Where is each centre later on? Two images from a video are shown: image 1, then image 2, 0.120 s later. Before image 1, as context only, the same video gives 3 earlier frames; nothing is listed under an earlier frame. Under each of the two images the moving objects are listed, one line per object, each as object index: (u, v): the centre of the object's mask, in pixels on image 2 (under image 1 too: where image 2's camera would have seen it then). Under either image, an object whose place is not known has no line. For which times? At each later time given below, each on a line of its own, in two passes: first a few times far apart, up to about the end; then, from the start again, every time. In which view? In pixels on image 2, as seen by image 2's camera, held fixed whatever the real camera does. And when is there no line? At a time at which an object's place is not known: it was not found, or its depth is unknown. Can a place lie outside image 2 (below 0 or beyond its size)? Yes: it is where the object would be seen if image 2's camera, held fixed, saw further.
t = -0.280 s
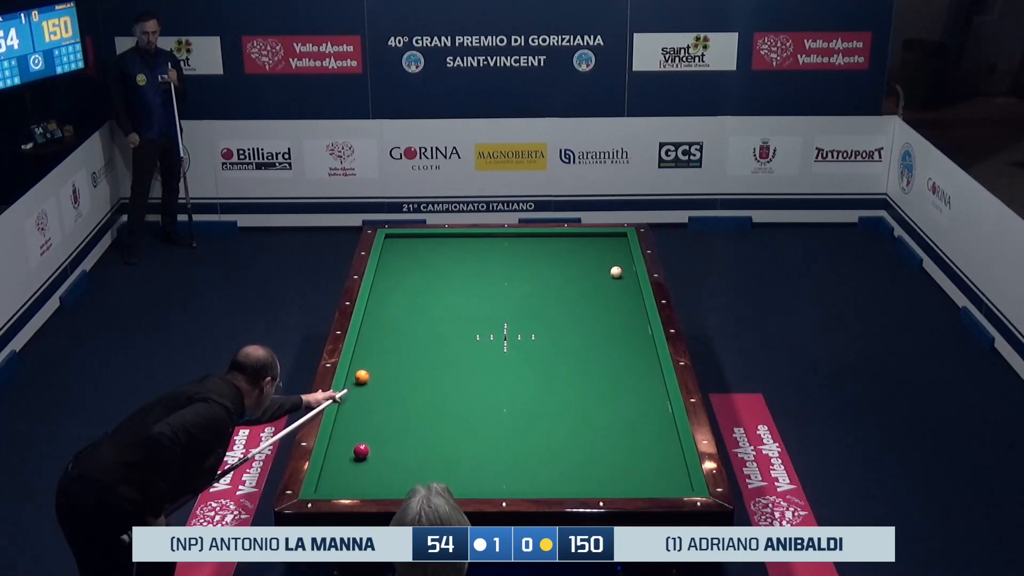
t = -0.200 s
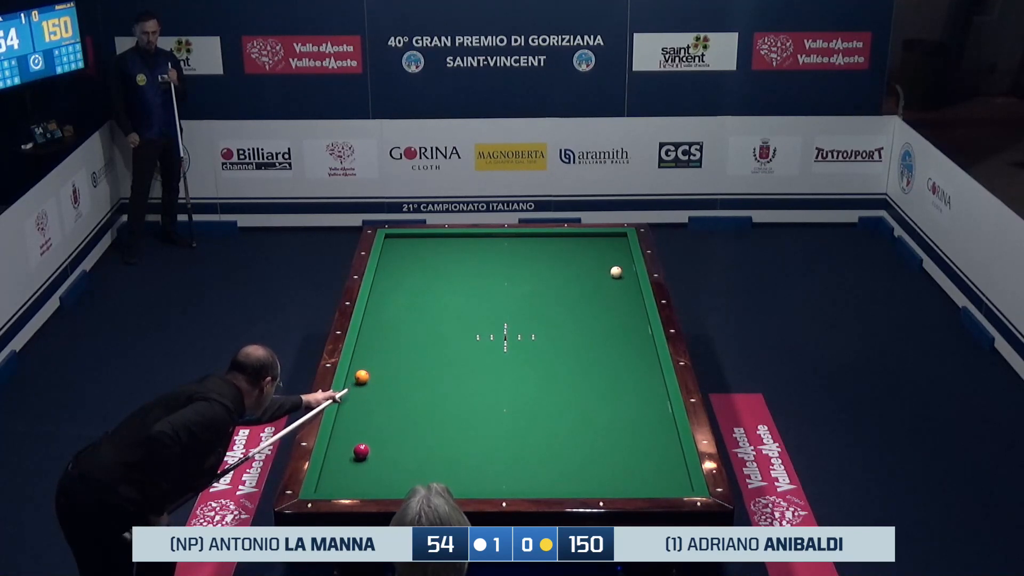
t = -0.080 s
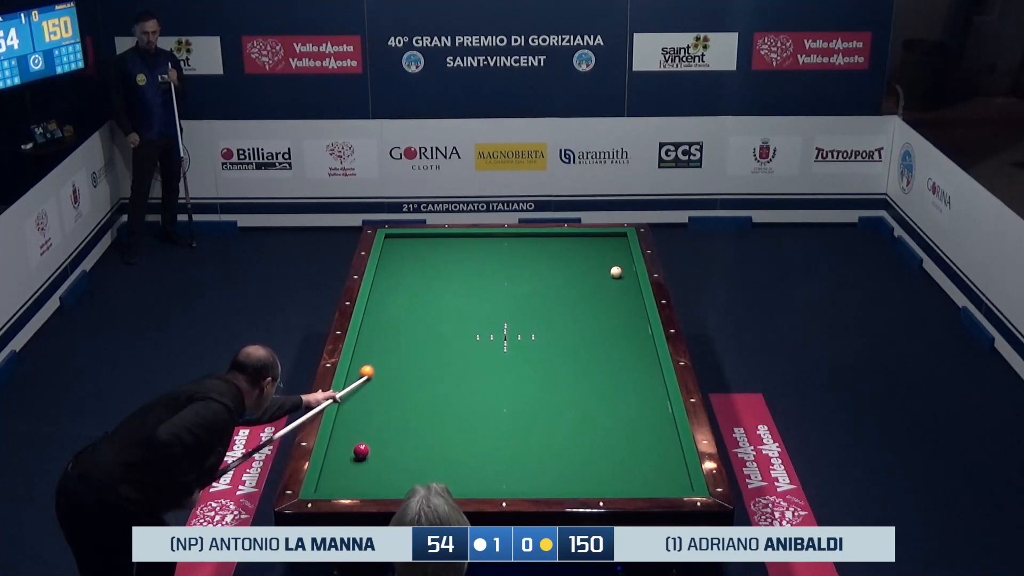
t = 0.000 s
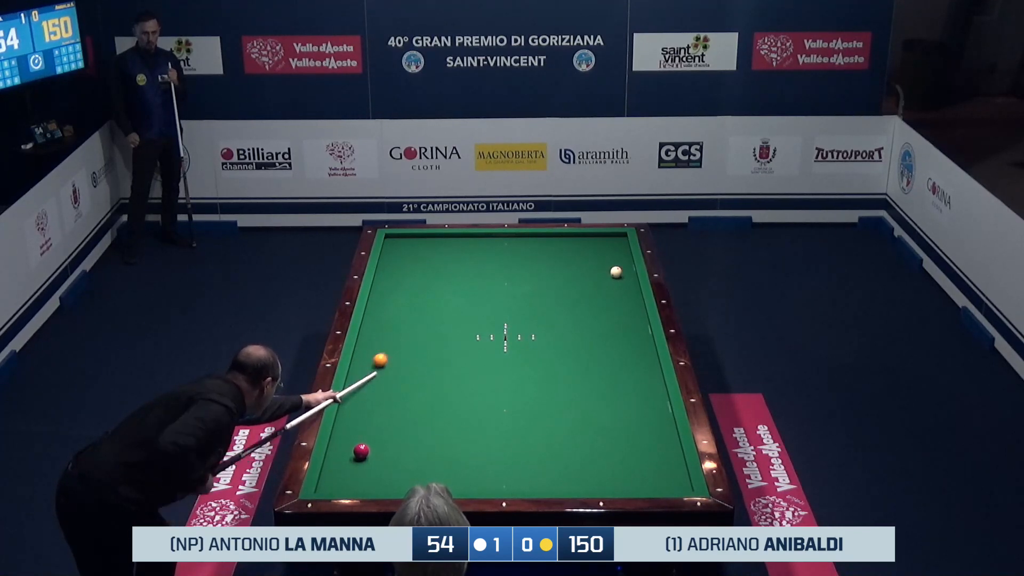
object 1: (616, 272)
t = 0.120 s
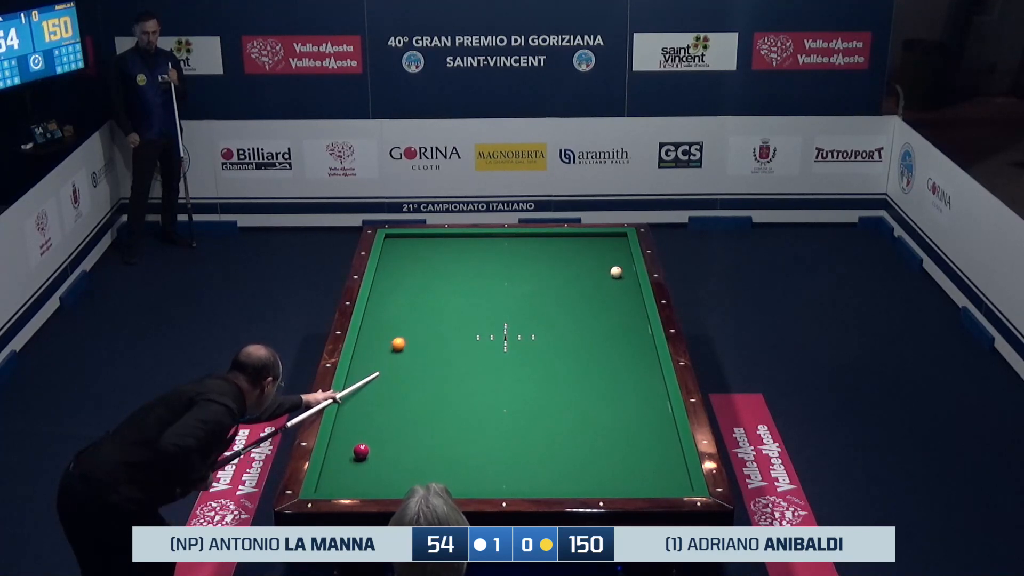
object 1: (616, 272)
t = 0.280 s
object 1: (616, 272)
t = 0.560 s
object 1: (616, 272)
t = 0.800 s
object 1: (616, 272)
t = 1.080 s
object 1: (616, 272)
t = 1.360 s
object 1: (616, 272)
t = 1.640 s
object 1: (616, 272)
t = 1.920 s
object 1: (616, 272)
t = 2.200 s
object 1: (616, 272)
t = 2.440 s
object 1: (605, 277)
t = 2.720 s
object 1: (588, 285)
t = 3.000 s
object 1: (572, 292)
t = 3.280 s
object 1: (556, 300)
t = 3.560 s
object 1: (540, 307)
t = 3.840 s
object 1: (523, 315)
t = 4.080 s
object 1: (509, 321)
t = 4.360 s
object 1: (493, 329)
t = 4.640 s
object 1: (477, 336)
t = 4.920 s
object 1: (461, 343)
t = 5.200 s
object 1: (446, 351)
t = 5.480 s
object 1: (431, 358)
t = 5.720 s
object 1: (418, 364)
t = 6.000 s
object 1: (403, 371)
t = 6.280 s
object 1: (388, 378)
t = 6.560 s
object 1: (374, 385)
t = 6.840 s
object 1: (360, 391)
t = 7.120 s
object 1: (348, 398)
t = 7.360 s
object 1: (353, 402)
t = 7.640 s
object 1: (357, 406)
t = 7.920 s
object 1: (362, 411)
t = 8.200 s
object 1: (366, 415)
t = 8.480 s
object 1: (370, 419)
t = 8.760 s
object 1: (374, 423)
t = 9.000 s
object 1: (377, 426)
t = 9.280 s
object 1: (380, 429)
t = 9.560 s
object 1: (383, 431)
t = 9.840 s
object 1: (386, 433)
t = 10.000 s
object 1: (387, 434)
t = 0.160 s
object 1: (616, 272)
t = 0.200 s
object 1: (616, 272)
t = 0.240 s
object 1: (616, 272)
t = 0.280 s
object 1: (616, 272)
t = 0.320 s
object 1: (616, 272)
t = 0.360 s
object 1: (616, 272)
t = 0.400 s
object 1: (616, 272)
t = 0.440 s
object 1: (616, 272)
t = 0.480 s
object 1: (616, 272)
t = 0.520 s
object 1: (616, 272)
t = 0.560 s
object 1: (616, 272)
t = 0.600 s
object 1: (616, 272)
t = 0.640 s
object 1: (616, 272)
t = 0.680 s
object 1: (616, 272)
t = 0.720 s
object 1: (616, 272)
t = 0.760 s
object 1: (616, 272)
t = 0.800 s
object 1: (616, 272)
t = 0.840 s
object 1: (616, 272)
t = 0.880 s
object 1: (616, 272)
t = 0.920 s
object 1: (616, 272)
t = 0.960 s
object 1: (616, 272)
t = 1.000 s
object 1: (616, 272)
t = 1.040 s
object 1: (616, 272)
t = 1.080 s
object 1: (616, 272)
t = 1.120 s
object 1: (616, 272)
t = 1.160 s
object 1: (616, 272)
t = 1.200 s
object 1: (616, 272)
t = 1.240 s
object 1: (616, 272)
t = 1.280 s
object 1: (616, 272)
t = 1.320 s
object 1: (616, 272)
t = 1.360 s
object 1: (616, 272)
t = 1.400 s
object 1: (616, 272)
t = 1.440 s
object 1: (616, 272)
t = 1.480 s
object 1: (616, 272)
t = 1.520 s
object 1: (616, 272)
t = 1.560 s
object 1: (616, 272)
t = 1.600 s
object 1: (616, 272)
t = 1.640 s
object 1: (616, 272)
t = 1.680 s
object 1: (616, 272)
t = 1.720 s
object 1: (616, 272)
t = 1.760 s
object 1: (616, 272)
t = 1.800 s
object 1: (616, 272)
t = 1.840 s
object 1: (616, 272)
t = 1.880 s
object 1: (616, 272)
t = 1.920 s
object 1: (616, 272)
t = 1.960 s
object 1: (616, 272)
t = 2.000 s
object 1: (616, 272)
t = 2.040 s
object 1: (616, 272)
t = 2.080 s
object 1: (616, 272)
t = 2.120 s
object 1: (616, 272)
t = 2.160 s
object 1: (616, 272)
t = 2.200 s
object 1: (616, 272)
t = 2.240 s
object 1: (616, 272)
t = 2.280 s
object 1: (615, 272)
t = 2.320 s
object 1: (612, 273)
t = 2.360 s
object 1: (609, 275)
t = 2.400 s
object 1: (607, 276)
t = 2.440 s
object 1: (605, 277)
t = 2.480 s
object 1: (602, 278)
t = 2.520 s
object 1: (600, 279)
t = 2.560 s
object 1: (598, 280)
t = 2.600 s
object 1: (595, 282)
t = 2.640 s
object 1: (593, 283)
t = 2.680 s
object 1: (591, 284)
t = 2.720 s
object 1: (588, 285)
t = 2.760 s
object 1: (586, 286)
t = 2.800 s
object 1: (584, 287)
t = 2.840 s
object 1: (581, 288)
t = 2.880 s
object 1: (579, 289)
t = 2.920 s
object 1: (577, 290)
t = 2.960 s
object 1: (574, 291)
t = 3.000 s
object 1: (572, 292)
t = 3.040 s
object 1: (570, 293)
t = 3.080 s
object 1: (567, 294)
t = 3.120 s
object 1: (565, 295)
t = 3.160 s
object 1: (563, 297)
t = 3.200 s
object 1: (560, 298)
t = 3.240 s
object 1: (558, 299)
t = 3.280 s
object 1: (556, 300)
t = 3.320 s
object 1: (553, 301)
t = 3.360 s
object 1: (551, 302)
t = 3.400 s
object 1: (549, 303)
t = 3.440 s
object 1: (547, 304)
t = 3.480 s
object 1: (544, 305)
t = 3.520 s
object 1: (542, 306)
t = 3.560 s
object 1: (540, 307)
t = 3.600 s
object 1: (537, 308)
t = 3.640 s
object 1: (535, 309)
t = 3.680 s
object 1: (532, 311)
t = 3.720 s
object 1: (530, 312)
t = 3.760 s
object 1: (528, 313)
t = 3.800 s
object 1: (526, 314)
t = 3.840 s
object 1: (523, 315)
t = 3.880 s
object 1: (521, 316)
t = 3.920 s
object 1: (518, 317)
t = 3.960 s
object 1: (516, 318)
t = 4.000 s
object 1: (514, 319)
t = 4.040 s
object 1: (512, 320)
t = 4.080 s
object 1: (509, 321)
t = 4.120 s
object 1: (507, 322)
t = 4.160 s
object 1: (505, 323)
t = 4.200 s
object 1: (502, 325)
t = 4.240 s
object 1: (500, 326)
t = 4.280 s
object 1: (498, 327)
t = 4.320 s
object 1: (495, 328)
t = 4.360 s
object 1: (493, 329)
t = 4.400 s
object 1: (491, 330)
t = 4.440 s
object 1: (488, 331)
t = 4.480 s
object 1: (486, 332)
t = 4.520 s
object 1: (484, 333)
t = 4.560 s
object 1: (482, 334)
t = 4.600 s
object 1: (479, 335)
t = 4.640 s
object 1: (477, 336)
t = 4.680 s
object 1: (475, 337)
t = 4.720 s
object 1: (473, 338)
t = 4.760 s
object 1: (470, 339)
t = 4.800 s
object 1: (468, 340)
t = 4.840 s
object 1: (466, 341)
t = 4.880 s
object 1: (464, 342)
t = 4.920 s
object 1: (461, 343)
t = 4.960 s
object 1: (459, 345)
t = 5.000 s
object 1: (457, 345)
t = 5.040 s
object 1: (455, 346)
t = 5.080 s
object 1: (453, 347)
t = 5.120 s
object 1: (450, 348)
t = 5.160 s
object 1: (448, 349)
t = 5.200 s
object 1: (446, 351)
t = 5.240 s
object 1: (444, 352)
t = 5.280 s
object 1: (442, 353)
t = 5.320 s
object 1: (439, 354)
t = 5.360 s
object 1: (437, 355)
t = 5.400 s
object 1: (435, 356)
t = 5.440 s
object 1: (433, 357)
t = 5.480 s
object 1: (431, 358)
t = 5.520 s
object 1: (429, 359)
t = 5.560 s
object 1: (427, 360)
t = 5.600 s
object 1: (424, 361)
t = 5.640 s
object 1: (422, 362)
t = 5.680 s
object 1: (420, 363)
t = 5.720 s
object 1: (418, 364)
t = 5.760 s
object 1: (416, 365)
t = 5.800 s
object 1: (414, 366)
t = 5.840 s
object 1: (412, 367)
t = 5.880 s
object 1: (409, 368)
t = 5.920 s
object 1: (407, 369)
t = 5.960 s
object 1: (405, 370)
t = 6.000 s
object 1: (403, 371)
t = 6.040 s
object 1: (401, 372)
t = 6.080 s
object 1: (399, 373)
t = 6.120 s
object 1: (397, 374)
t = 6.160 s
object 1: (395, 375)
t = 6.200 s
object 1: (393, 376)
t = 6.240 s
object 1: (390, 377)
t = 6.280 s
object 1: (388, 378)
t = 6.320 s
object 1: (386, 379)
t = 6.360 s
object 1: (384, 380)
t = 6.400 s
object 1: (382, 381)
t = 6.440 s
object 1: (380, 382)
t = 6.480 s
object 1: (378, 383)
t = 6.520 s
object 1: (376, 384)
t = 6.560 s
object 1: (374, 385)
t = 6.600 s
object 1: (372, 386)
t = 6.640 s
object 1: (370, 387)
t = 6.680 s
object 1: (368, 388)
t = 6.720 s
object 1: (366, 389)
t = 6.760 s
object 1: (364, 390)
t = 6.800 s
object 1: (362, 391)
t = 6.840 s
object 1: (360, 391)
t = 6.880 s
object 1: (358, 393)
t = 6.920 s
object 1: (356, 393)
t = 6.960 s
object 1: (354, 394)
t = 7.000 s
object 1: (352, 395)
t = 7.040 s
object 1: (350, 396)
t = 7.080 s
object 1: (348, 397)
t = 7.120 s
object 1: (348, 398)
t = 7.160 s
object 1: (349, 398)
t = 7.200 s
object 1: (349, 399)
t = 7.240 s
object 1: (350, 400)
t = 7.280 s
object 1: (351, 401)
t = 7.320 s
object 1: (352, 401)
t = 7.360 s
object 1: (353, 402)
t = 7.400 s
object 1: (353, 402)
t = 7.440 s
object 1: (354, 403)
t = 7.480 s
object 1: (355, 404)
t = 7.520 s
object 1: (355, 405)
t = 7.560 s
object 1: (356, 405)
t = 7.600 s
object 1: (357, 406)
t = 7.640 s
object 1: (357, 406)
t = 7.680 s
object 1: (358, 407)
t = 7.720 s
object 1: (358, 408)
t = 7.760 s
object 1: (359, 409)
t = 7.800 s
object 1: (360, 409)
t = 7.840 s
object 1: (360, 410)
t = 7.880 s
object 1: (361, 410)
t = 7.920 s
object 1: (362, 411)
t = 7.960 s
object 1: (362, 412)
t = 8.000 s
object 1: (363, 412)
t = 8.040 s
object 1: (364, 413)
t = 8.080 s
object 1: (364, 413)
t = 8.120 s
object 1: (365, 414)
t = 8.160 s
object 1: (365, 414)
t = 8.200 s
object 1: (366, 415)
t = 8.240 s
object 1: (367, 416)
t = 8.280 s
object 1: (367, 416)
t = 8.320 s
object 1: (368, 417)
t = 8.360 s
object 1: (368, 417)
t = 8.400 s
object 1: (369, 418)
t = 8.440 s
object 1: (370, 419)
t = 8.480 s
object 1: (370, 419)
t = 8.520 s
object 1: (371, 420)
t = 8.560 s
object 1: (371, 420)
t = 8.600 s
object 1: (372, 421)
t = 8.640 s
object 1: (372, 421)
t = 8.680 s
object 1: (373, 422)
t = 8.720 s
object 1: (373, 422)
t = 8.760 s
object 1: (374, 423)
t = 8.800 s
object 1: (374, 423)
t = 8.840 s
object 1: (375, 423)
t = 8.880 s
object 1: (375, 424)
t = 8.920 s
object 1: (376, 425)
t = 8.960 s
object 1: (376, 425)
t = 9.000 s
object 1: (377, 426)
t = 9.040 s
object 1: (377, 426)
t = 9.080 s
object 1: (378, 427)
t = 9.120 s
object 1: (378, 427)
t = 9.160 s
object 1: (379, 427)
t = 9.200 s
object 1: (379, 428)
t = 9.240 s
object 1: (380, 428)
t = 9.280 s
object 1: (380, 429)
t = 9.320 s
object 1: (381, 429)
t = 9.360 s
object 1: (381, 429)
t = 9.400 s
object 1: (382, 430)
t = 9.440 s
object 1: (382, 430)
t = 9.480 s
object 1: (383, 430)
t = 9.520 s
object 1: (383, 431)
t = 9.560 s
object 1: (383, 431)
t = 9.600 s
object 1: (384, 431)
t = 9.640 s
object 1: (384, 432)
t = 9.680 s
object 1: (385, 432)
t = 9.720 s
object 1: (385, 432)
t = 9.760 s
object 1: (385, 433)
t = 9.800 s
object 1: (386, 433)
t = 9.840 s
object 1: (386, 433)
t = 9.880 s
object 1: (386, 433)
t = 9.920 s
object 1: (387, 434)
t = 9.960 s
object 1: (387, 434)
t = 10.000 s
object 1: (387, 434)
